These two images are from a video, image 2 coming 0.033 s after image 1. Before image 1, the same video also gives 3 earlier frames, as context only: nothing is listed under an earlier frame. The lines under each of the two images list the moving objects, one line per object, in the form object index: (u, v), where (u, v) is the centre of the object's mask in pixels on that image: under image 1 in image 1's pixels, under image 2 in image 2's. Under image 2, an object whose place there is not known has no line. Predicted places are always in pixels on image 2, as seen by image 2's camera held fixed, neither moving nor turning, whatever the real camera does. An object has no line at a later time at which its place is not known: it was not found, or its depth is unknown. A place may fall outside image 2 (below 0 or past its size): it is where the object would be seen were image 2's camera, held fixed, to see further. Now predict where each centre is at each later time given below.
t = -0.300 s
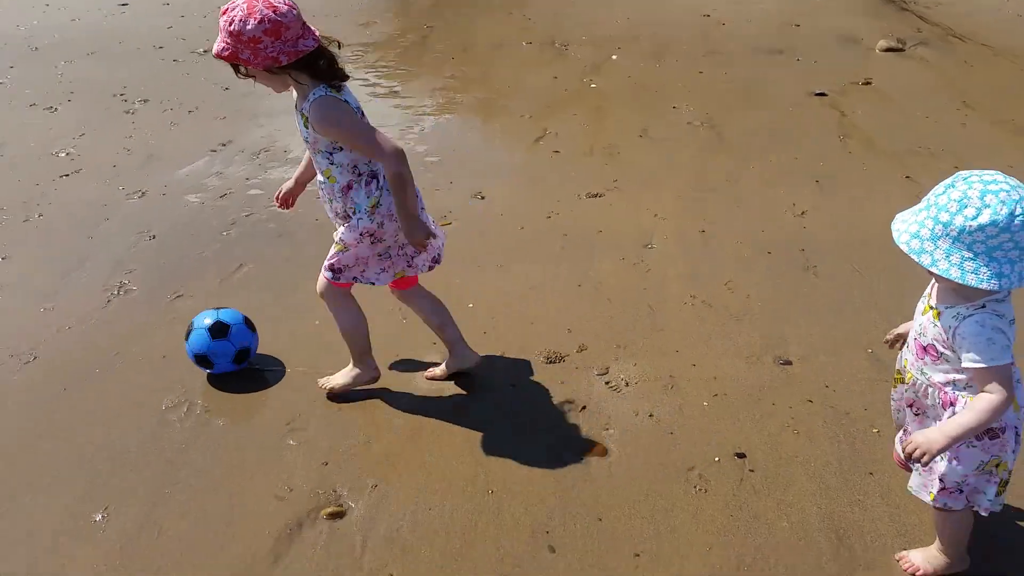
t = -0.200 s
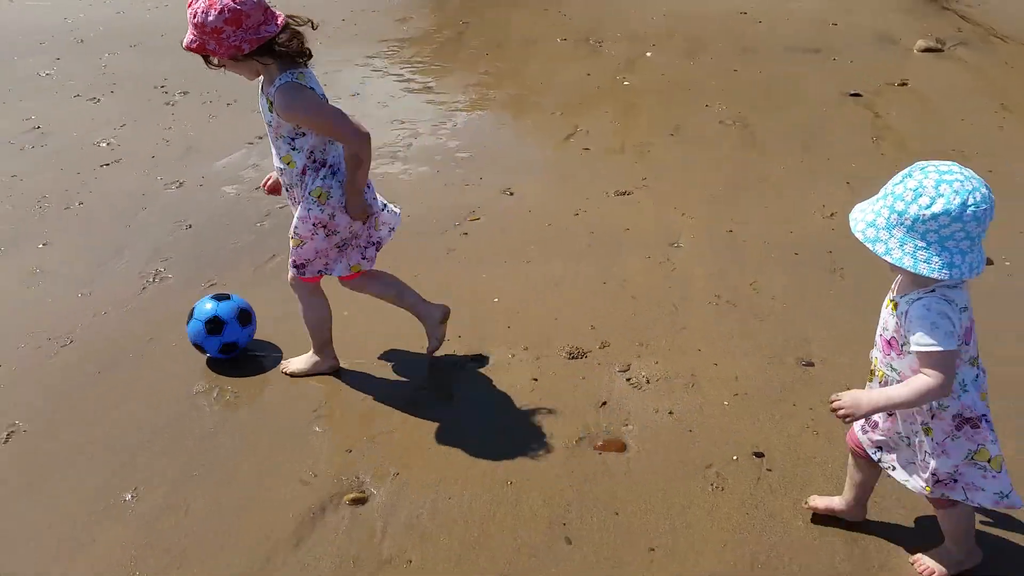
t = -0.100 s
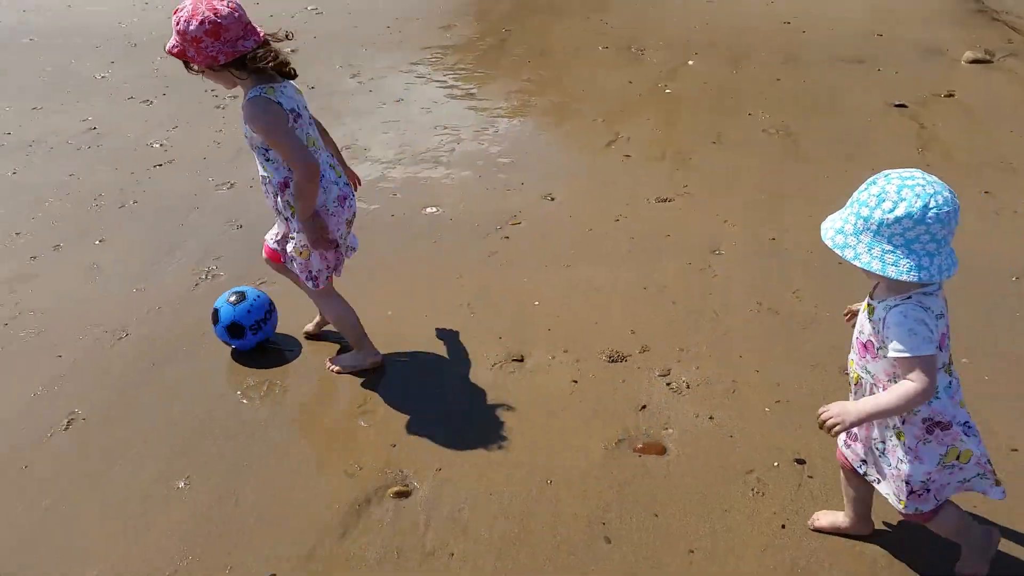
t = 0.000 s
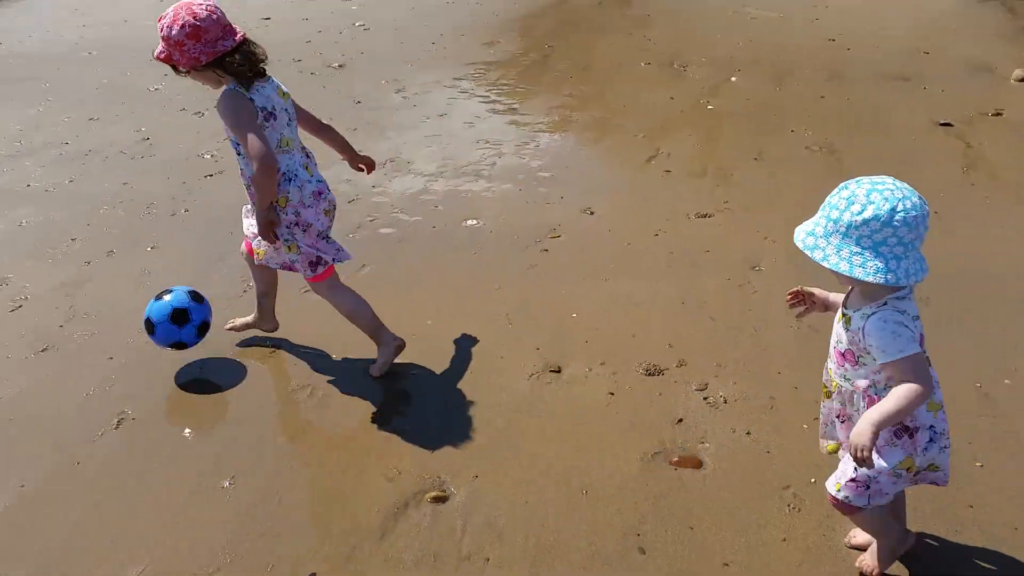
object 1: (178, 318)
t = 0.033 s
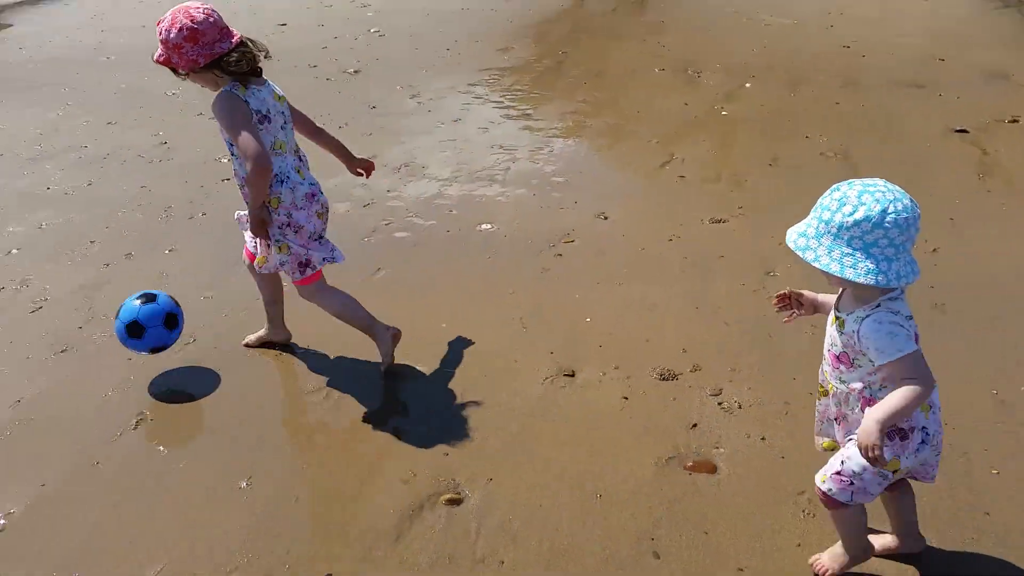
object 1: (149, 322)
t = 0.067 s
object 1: (103, 327)
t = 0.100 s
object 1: (58, 335)
